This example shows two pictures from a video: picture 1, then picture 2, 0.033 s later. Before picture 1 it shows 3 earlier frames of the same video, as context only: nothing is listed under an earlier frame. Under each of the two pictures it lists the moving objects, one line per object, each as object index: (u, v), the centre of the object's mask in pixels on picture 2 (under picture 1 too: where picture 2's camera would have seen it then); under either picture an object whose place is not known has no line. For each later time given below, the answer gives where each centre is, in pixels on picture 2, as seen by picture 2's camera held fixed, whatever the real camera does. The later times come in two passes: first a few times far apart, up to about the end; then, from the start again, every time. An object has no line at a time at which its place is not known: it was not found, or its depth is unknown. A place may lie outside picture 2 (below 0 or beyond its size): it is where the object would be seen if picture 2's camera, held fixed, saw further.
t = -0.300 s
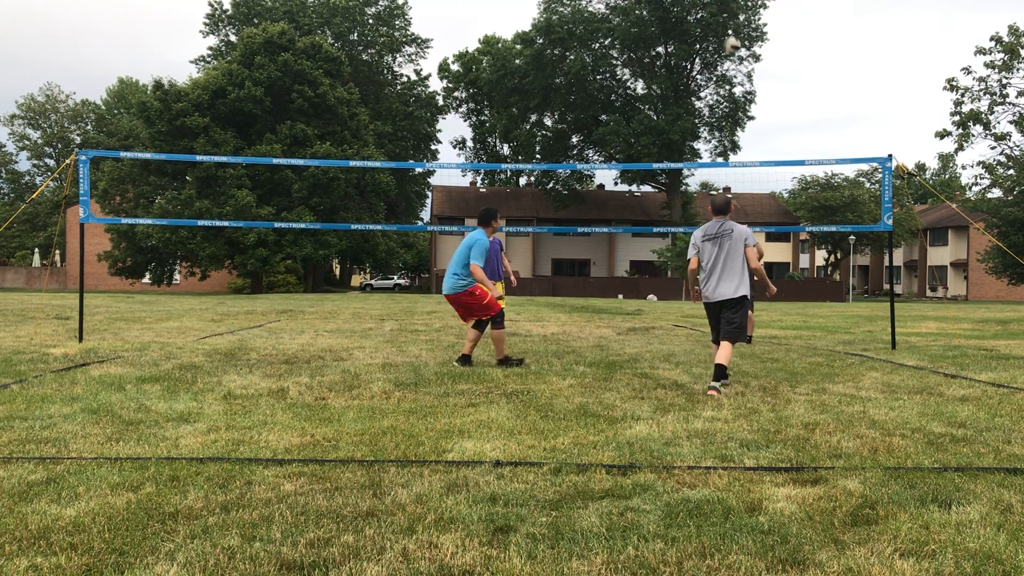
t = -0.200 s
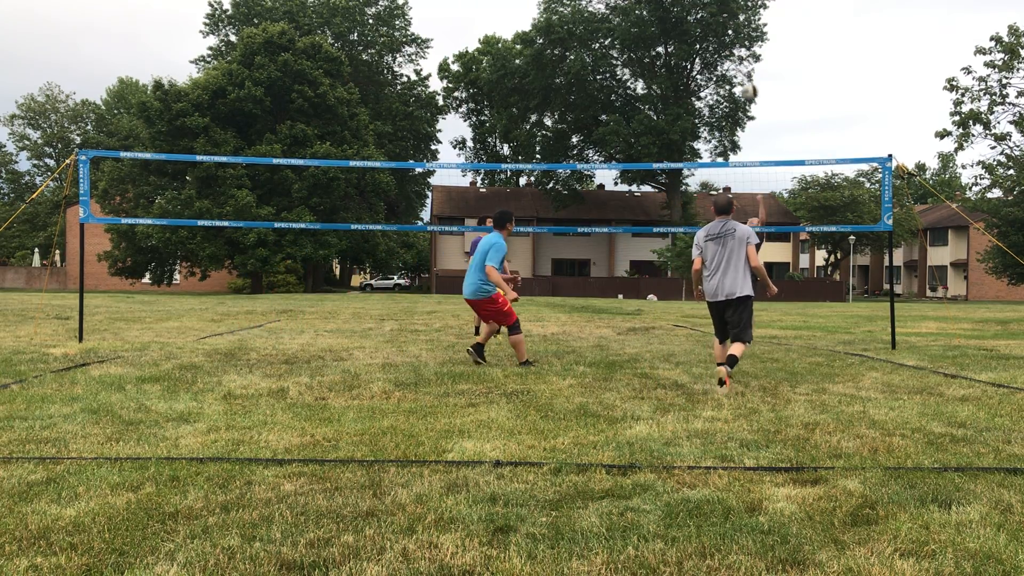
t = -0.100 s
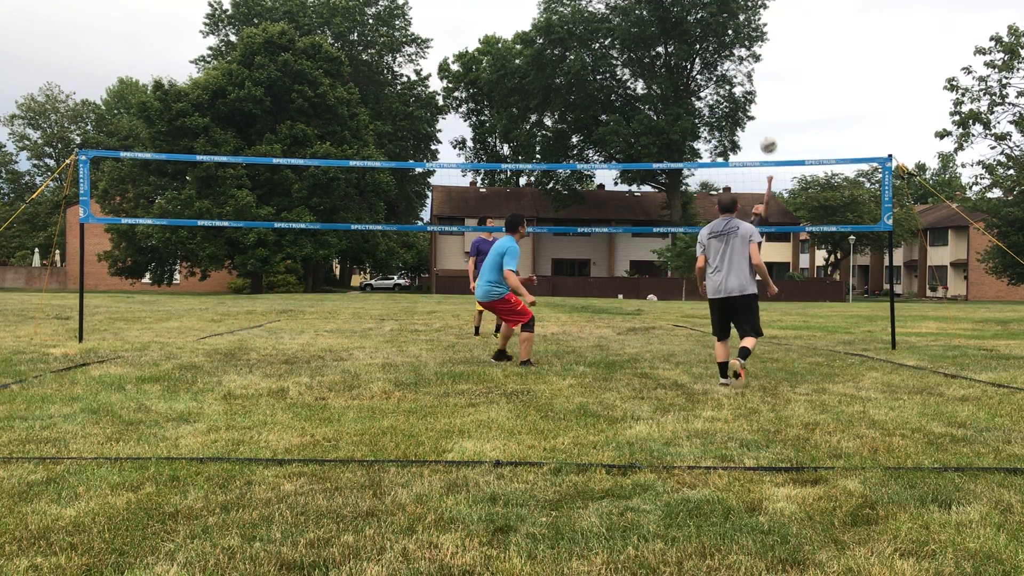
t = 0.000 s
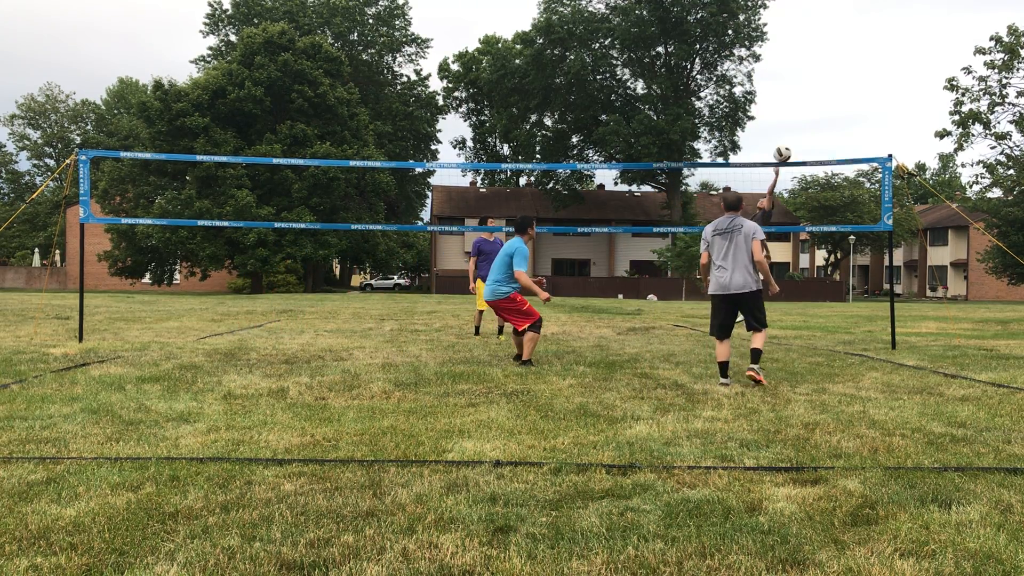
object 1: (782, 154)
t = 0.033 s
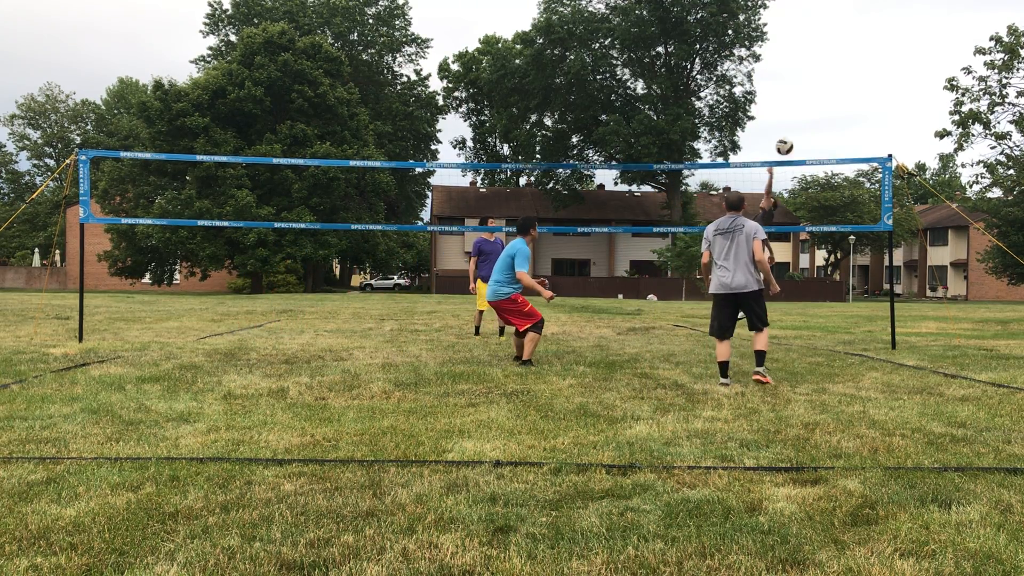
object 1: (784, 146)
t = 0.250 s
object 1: (797, 116)
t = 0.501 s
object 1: (813, 131)
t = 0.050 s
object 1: (785, 143)
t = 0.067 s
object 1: (786, 140)
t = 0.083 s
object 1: (787, 136)
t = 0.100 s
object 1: (788, 133)
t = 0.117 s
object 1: (789, 130)
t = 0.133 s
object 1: (790, 128)
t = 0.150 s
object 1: (791, 126)
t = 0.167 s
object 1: (792, 123)
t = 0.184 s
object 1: (793, 121)
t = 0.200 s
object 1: (794, 120)
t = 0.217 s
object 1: (795, 118)
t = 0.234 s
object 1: (796, 117)
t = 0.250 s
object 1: (797, 116)
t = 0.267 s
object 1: (798, 115)
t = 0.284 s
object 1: (799, 115)
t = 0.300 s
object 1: (800, 114)
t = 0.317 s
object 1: (801, 114)
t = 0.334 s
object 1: (802, 114)
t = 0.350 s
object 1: (803, 115)
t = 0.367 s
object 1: (804, 116)
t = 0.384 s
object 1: (806, 116)
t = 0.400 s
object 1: (806, 117)
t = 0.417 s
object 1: (808, 119)
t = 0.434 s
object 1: (809, 121)
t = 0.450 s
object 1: (810, 123)
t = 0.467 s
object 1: (811, 125)
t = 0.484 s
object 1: (812, 128)
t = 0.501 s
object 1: (813, 131)
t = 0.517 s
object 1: (815, 134)
